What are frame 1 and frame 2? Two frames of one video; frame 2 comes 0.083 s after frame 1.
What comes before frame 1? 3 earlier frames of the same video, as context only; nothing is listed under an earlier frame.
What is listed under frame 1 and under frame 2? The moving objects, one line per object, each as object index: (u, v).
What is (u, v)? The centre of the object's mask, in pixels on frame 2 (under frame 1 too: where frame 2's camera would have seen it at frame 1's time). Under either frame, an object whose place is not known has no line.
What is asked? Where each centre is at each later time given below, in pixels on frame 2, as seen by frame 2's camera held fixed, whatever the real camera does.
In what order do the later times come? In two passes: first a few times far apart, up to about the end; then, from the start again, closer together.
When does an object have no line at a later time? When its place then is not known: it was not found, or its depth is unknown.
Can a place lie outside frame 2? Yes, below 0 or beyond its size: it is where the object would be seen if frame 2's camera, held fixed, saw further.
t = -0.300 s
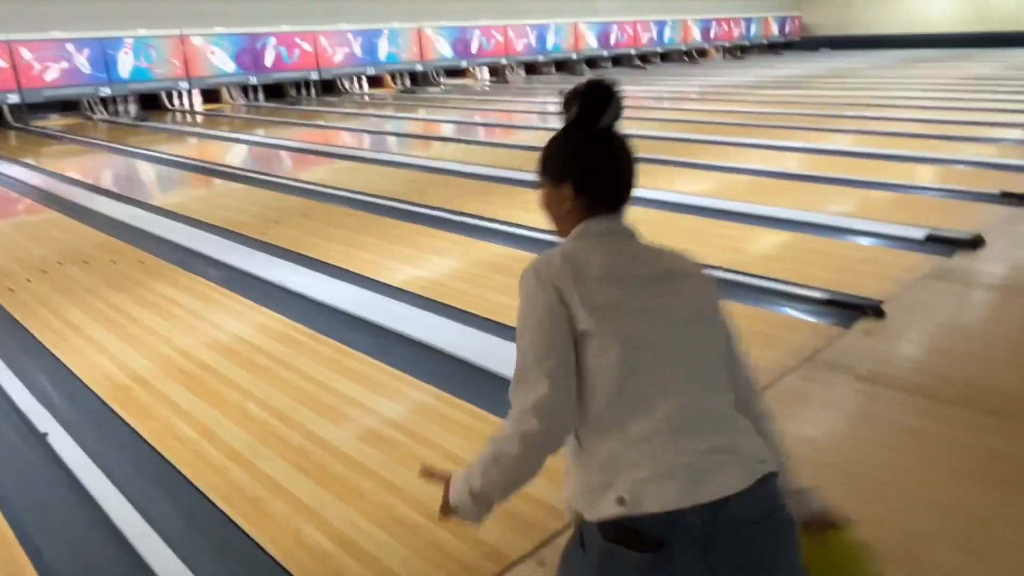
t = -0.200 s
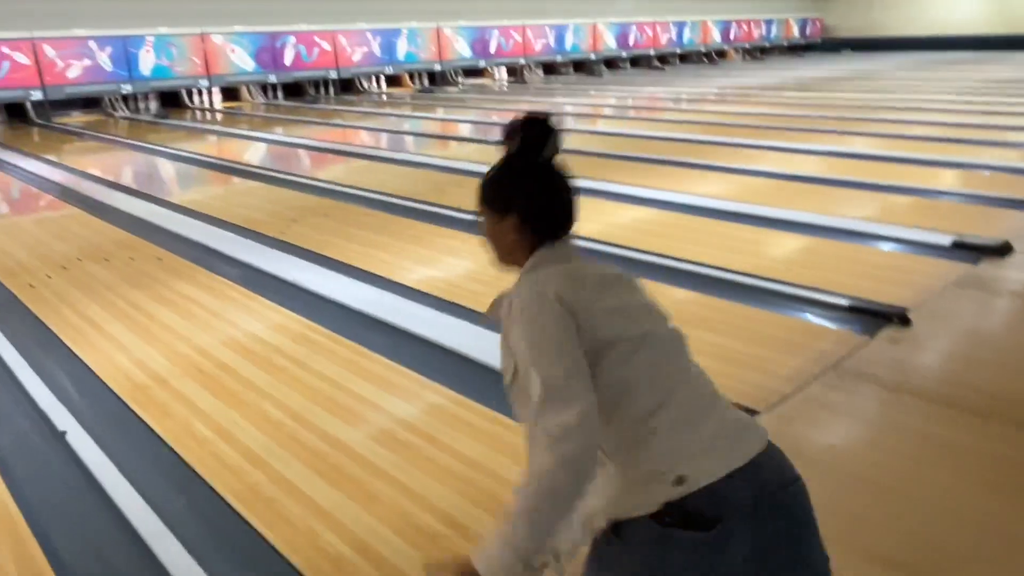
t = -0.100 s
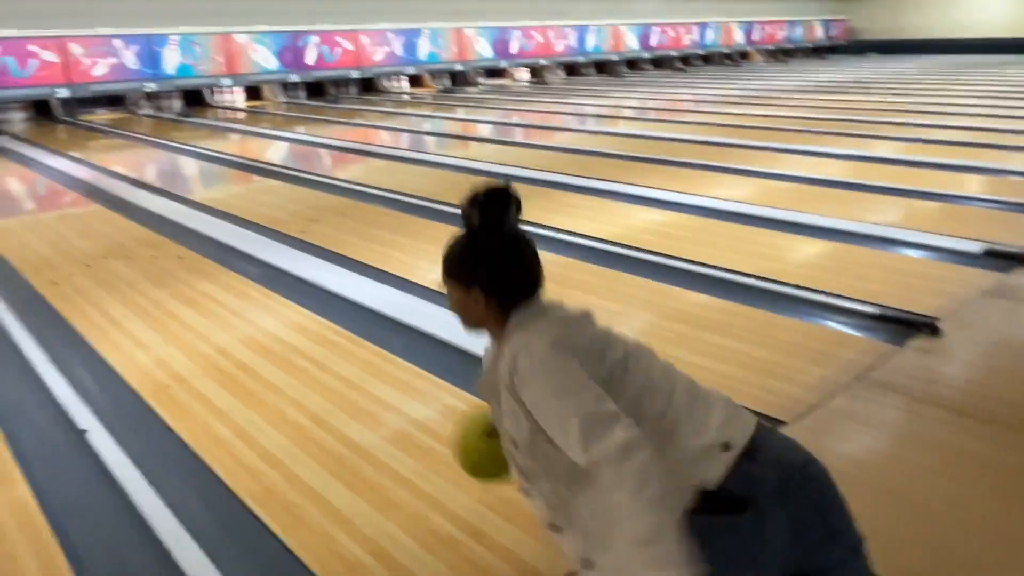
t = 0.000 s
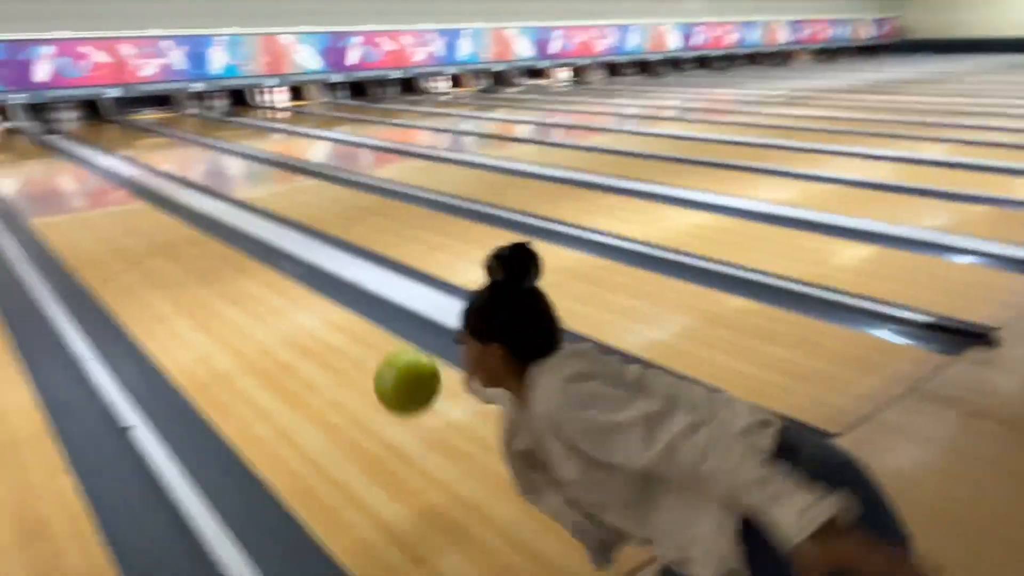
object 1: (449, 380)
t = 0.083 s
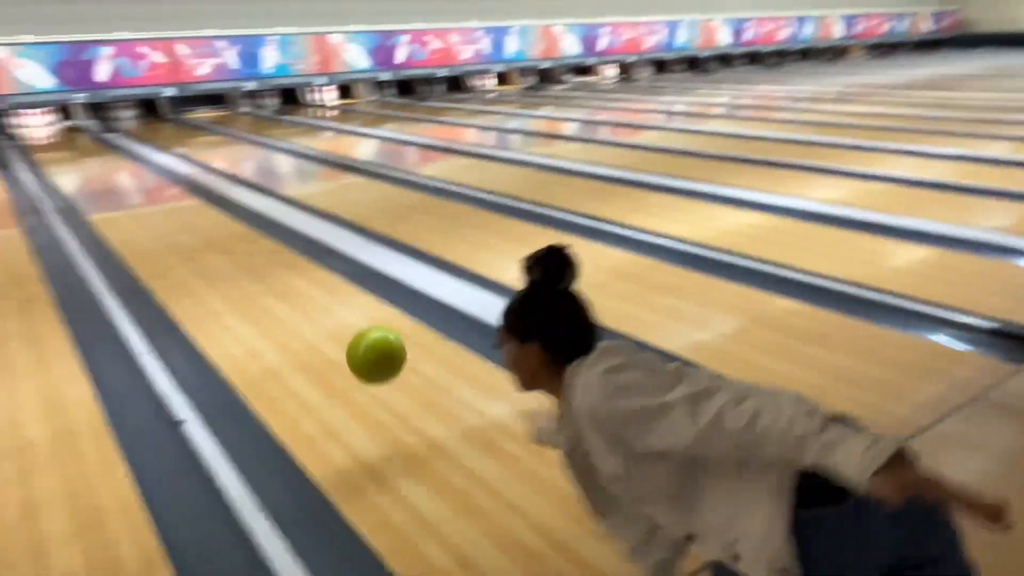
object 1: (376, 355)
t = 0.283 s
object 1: (258, 355)
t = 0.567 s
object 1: (150, 291)
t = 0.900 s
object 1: (98, 247)
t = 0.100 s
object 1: (363, 352)
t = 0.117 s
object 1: (351, 351)
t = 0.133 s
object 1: (340, 350)
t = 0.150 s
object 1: (329, 350)
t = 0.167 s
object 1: (319, 350)
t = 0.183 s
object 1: (309, 351)
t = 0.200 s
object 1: (300, 352)
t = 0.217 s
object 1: (291, 355)
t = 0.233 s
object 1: (283, 357)
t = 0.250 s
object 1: (274, 360)
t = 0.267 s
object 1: (267, 363)
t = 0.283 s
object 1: (258, 355)
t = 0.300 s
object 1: (250, 348)
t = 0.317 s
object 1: (242, 342)
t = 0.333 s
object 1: (234, 335)
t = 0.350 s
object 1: (226, 331)
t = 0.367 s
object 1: (219, 327)
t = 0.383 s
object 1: (212, 324)
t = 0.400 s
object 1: (206, 321)
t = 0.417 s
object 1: (200, 319)
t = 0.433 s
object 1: (195, 316)
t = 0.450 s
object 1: (189, 312)
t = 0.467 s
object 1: (183, 308)
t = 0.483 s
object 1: (177, 305)
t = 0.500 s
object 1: (171, 302)
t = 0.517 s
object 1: (165, 298)
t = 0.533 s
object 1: (160, 296)
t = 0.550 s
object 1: (155, 293)
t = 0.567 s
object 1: (150, 291)
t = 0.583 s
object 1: (145, 290)
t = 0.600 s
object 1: (140, 289)
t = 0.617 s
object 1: (136, 288)
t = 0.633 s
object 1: (132, 288)
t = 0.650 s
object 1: (127, 284)
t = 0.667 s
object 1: (124, 279)
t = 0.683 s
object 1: (122, 275)
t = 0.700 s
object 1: (120, 272)
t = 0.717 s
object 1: (119, 269)
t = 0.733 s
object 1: (117, 266)
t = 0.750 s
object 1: (116, 264)
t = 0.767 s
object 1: (114, 262)
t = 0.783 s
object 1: (113, 261)
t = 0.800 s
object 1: (111, 259)
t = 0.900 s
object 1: (98, 247)
